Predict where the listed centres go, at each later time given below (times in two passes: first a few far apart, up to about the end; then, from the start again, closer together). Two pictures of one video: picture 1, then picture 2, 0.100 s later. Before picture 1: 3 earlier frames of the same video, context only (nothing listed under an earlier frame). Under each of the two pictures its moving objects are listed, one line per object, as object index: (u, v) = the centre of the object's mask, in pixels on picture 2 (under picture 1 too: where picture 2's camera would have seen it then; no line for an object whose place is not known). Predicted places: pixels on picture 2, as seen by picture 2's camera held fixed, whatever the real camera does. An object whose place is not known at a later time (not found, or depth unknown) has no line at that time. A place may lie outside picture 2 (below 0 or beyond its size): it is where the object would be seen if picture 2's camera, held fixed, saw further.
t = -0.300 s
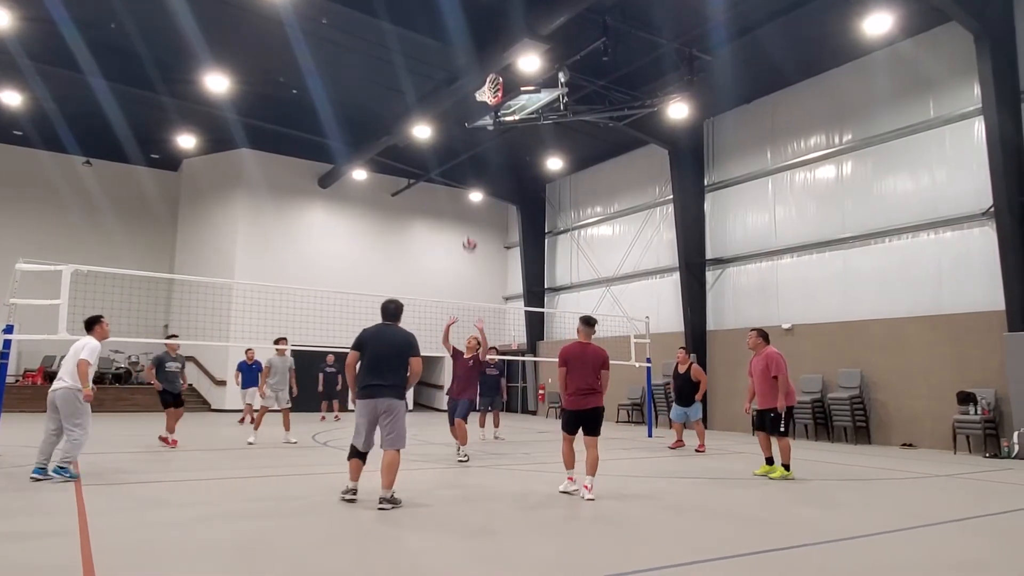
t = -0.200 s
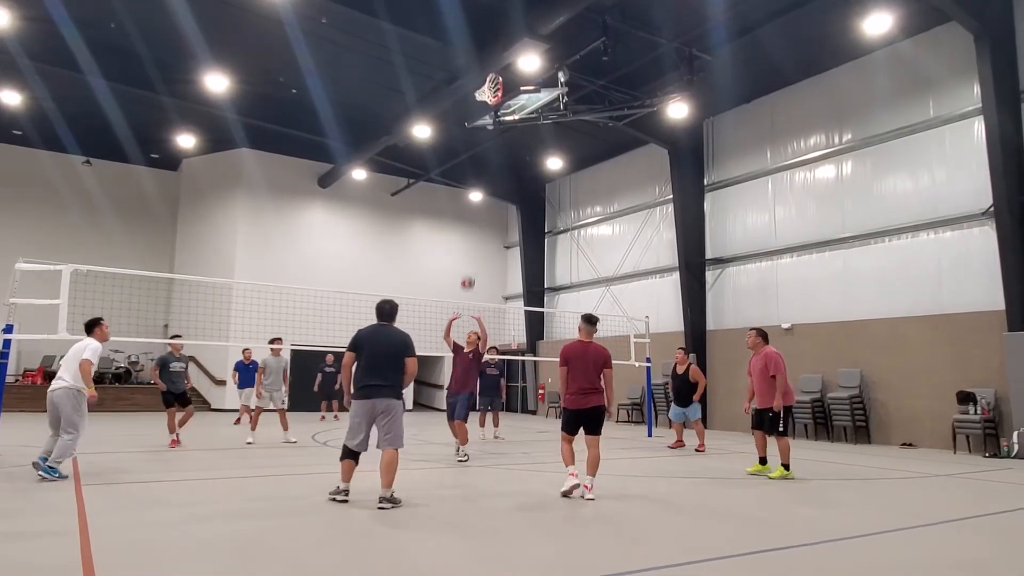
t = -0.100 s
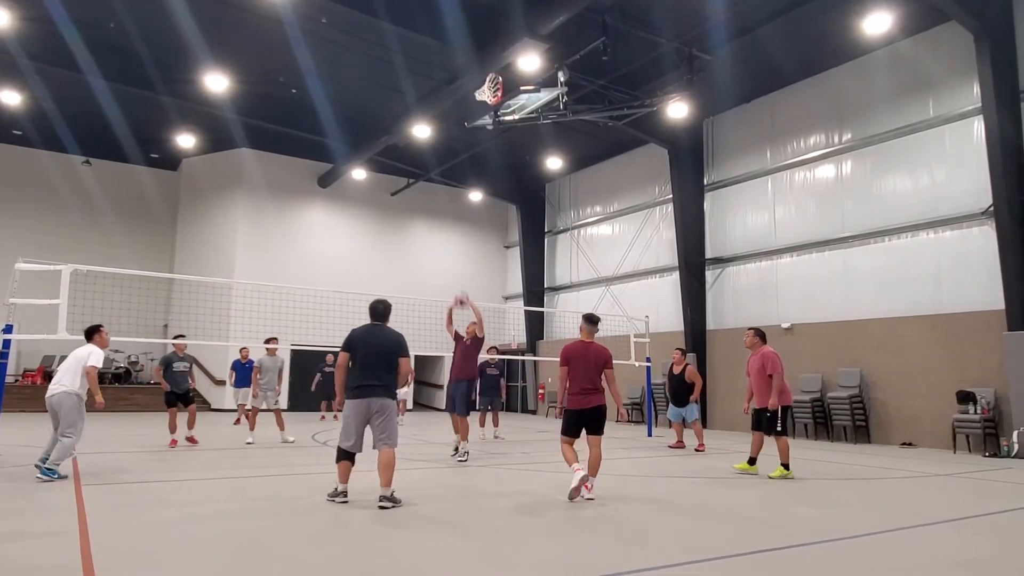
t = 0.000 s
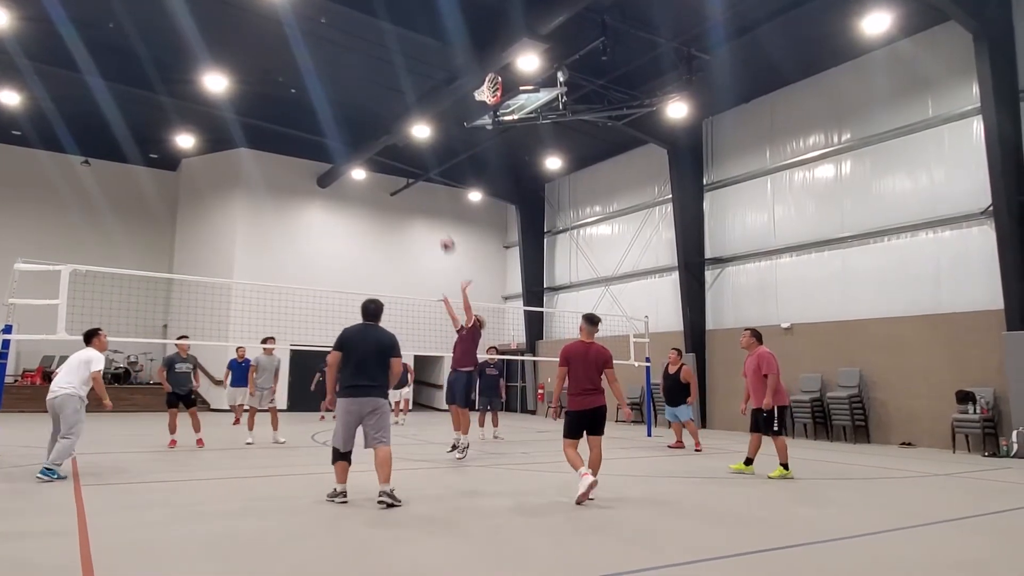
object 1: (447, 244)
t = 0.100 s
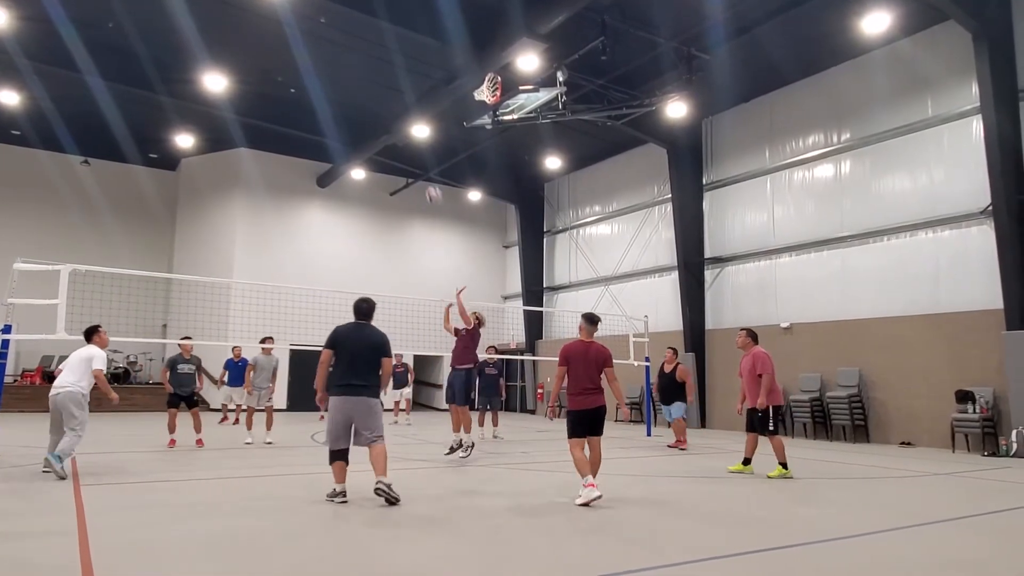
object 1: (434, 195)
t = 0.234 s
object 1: (416, 144)
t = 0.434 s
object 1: (388, 89)
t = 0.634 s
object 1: (359, 62)
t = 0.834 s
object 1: (328, 62)
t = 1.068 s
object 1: (289, 101)
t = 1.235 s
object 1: (260, 153)
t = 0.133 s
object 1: (429, 181)
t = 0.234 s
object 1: (416, 144)
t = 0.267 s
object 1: (410, 132)
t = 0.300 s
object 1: (406, 122)
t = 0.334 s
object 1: (402, 113)
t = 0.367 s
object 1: (398, 104)
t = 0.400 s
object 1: (393, 96)
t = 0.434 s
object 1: (388, 89)
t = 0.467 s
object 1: (384, 83)
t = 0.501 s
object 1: (379, 77)
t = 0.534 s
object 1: (374, 72)
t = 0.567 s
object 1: (369, 68)
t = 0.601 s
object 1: (364, 65)
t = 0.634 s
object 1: (359, 62)
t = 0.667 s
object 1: (354, 60)
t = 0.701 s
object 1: (349, 59)
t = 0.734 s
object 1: (344, 59)
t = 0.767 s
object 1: (338, 59)
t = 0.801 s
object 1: (333, 60)
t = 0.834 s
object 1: (328, 62)
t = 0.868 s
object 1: (322, 65)
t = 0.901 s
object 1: (317, 69)
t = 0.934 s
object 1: (312, 74)
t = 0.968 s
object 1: (306, 80)
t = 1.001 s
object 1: (300, 86)
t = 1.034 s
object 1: (295, 93)
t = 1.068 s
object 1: (289, 101)
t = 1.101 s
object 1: (283, 110)
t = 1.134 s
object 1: (277, 120)
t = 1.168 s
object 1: (271, 130)
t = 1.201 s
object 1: (265, 141)
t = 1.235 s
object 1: (260, 153)
